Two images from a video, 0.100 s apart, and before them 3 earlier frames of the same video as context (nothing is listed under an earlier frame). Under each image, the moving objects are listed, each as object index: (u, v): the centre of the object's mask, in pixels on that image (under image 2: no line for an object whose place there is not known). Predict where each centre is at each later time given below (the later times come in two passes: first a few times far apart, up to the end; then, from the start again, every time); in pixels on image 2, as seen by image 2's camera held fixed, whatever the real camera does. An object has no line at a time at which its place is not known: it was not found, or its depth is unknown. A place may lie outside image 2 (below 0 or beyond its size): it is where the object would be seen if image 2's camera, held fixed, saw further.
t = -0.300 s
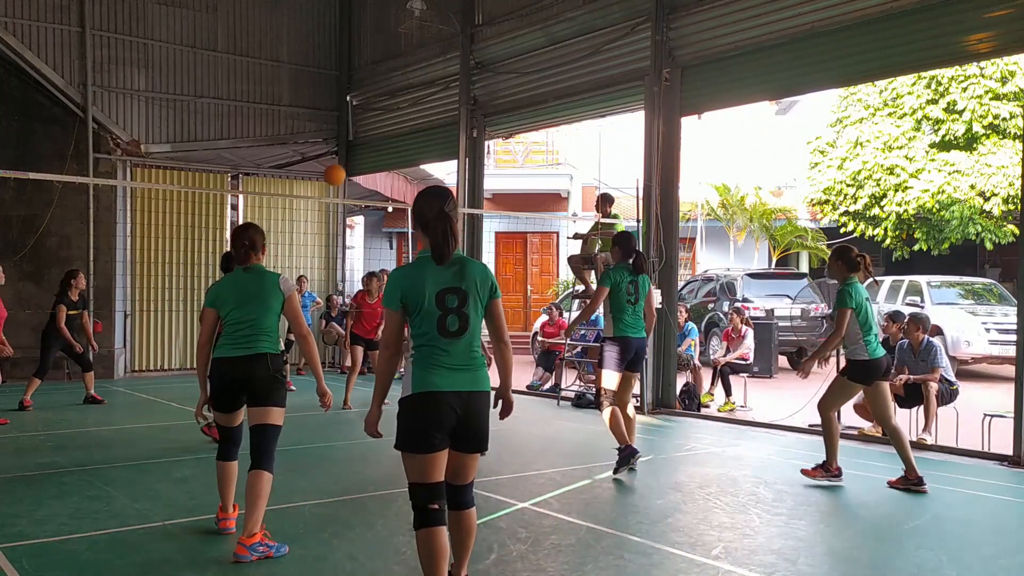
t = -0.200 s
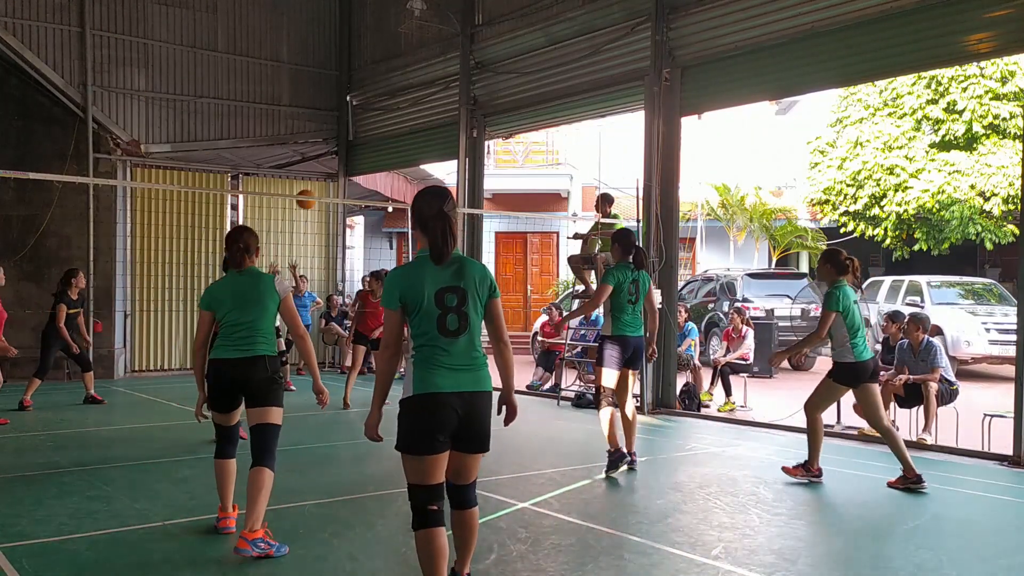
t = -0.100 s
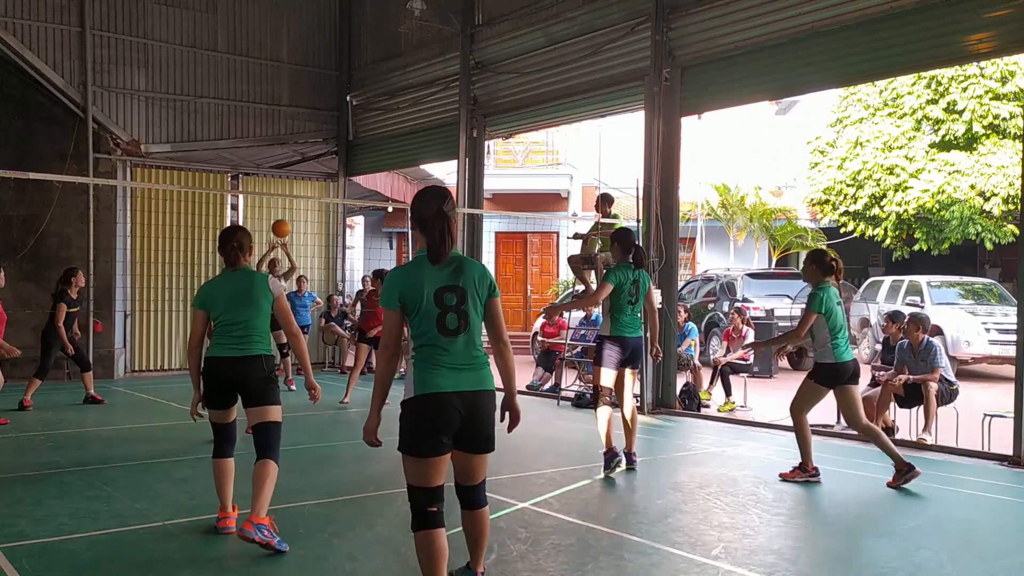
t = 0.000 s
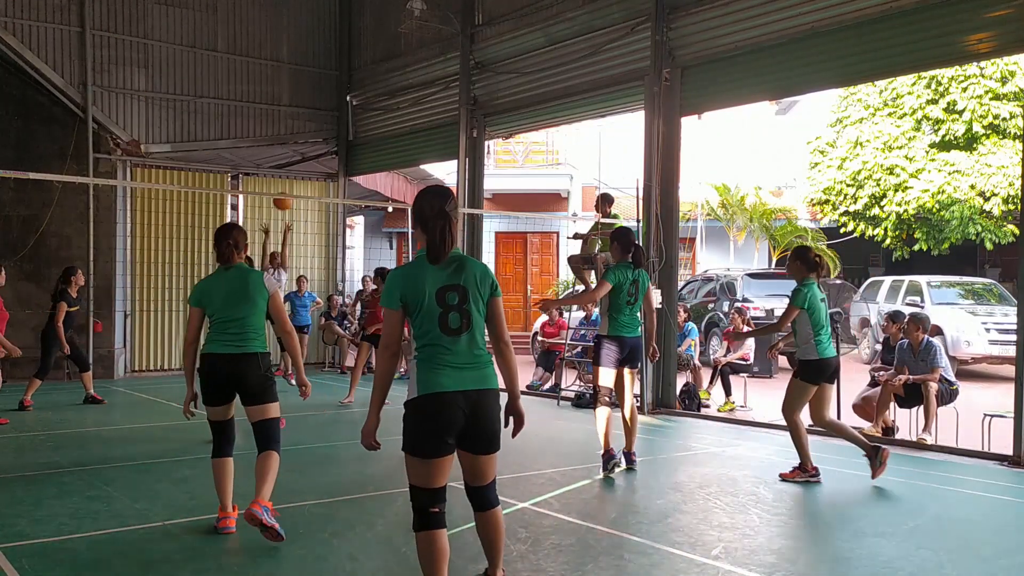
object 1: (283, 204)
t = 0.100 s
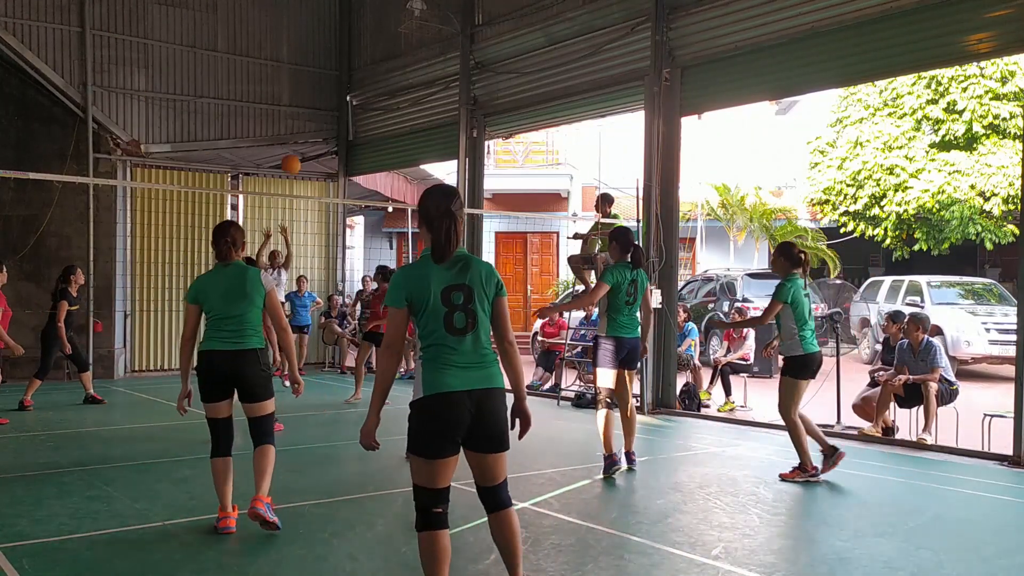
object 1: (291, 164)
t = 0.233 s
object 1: (301, 127)
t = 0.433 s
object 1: (318, 91)
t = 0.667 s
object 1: (339, 90)
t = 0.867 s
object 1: (360, 129)
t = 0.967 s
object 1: (370, 163)
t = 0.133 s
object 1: (293, 154)
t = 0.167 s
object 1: (296, 144)
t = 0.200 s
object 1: (299, 136)
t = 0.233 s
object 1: (301, 127)
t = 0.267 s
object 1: (304, 119)
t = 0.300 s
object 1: (307, 112)
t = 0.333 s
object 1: (310, 105)
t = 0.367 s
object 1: (312, 100)
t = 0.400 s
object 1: (315, 95)
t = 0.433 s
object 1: (318, 91)
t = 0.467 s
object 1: (321, 88)
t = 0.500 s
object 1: (324, 87)
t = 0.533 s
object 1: (327, 85)
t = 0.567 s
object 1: (330, 85)
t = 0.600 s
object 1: (333, 86)
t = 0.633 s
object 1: (336, 87)
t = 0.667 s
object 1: (339, 90)
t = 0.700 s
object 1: (343, 94)
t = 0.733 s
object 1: (346, 99)
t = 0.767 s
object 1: (349, 105)
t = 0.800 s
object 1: (353, 112)
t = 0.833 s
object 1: (356, 120)
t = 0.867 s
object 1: (360, 129)
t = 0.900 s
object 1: (363, 140)
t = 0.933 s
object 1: (367, 151)
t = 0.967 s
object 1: (370, 163)
